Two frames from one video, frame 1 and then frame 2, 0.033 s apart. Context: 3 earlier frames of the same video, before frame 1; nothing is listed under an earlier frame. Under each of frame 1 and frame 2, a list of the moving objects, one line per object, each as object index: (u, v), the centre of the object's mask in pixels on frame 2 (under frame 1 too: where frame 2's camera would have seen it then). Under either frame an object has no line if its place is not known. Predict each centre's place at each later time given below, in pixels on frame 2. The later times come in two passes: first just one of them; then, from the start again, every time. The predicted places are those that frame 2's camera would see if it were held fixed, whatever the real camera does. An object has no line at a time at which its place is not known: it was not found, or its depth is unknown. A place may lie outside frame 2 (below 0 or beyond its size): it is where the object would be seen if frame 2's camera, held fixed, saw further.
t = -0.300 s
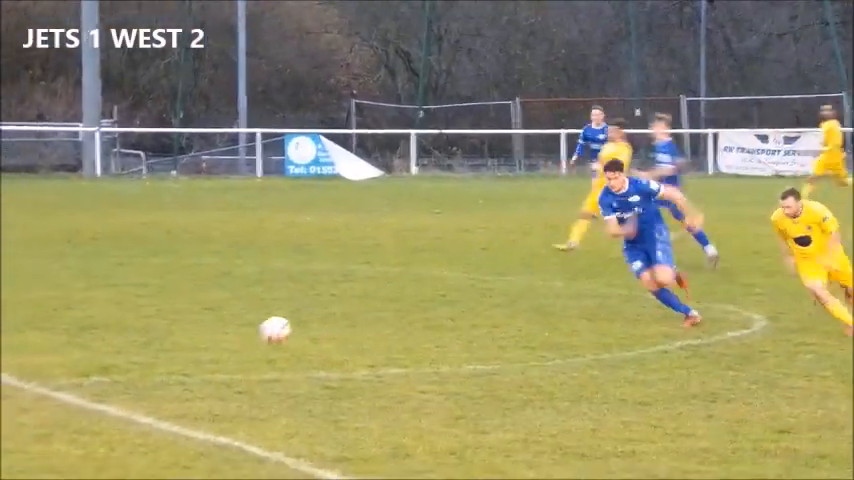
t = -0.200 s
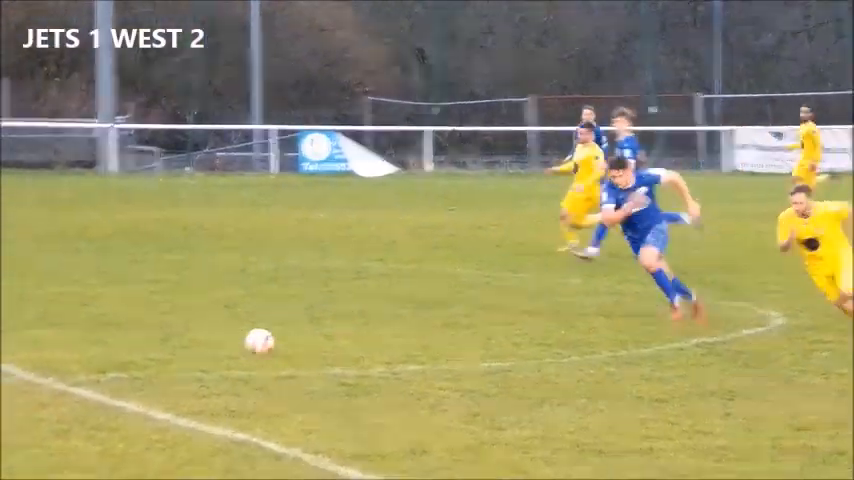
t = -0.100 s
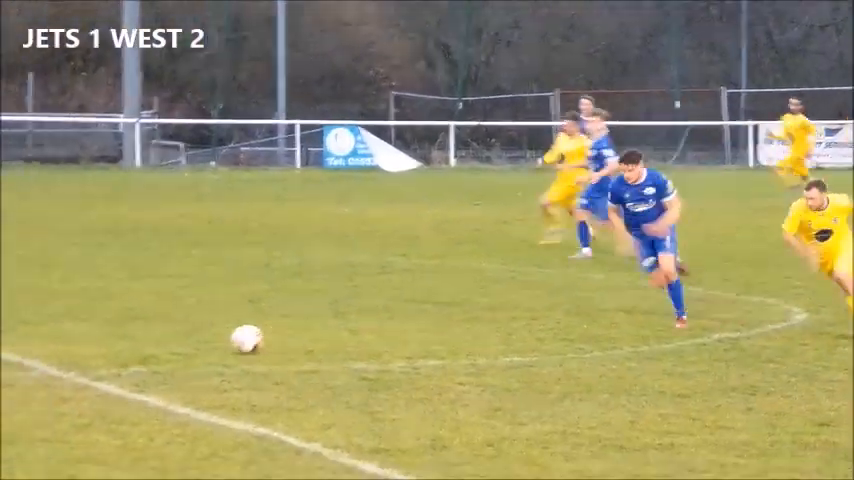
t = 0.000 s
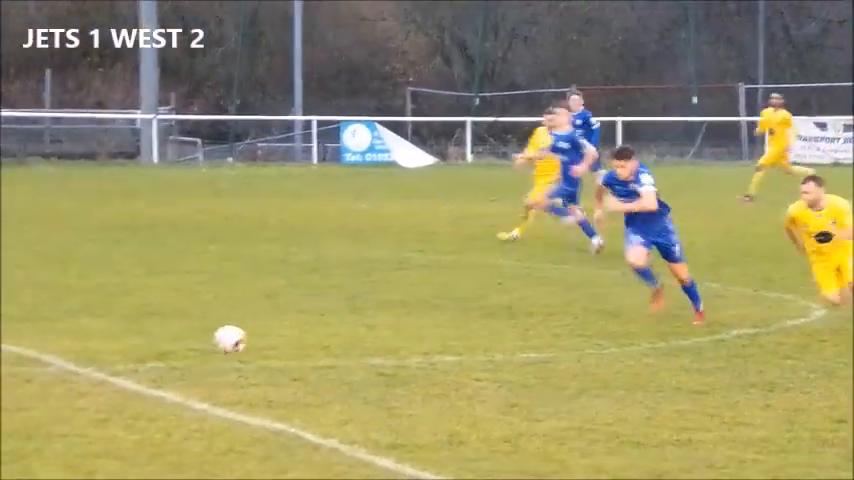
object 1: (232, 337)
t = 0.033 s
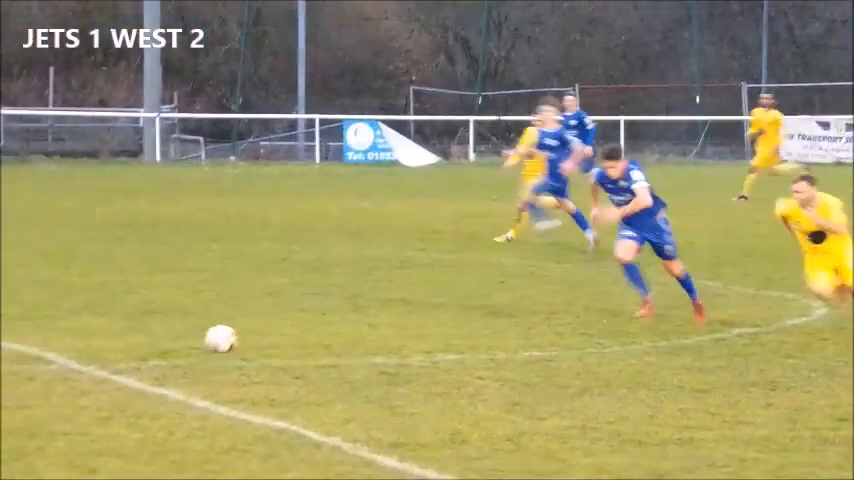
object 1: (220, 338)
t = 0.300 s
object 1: (124, 351)
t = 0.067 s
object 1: (210, 341)
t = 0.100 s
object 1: (196, 343)
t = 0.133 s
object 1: (186, 342)
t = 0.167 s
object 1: (174, 341)
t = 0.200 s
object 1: (161, 342)
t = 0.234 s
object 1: (150, 344)
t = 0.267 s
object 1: (139, 347)
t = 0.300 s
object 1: (124, 351)
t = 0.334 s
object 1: (114, 352)
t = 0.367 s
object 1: (100, 351)
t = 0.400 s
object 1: (88, 350)
